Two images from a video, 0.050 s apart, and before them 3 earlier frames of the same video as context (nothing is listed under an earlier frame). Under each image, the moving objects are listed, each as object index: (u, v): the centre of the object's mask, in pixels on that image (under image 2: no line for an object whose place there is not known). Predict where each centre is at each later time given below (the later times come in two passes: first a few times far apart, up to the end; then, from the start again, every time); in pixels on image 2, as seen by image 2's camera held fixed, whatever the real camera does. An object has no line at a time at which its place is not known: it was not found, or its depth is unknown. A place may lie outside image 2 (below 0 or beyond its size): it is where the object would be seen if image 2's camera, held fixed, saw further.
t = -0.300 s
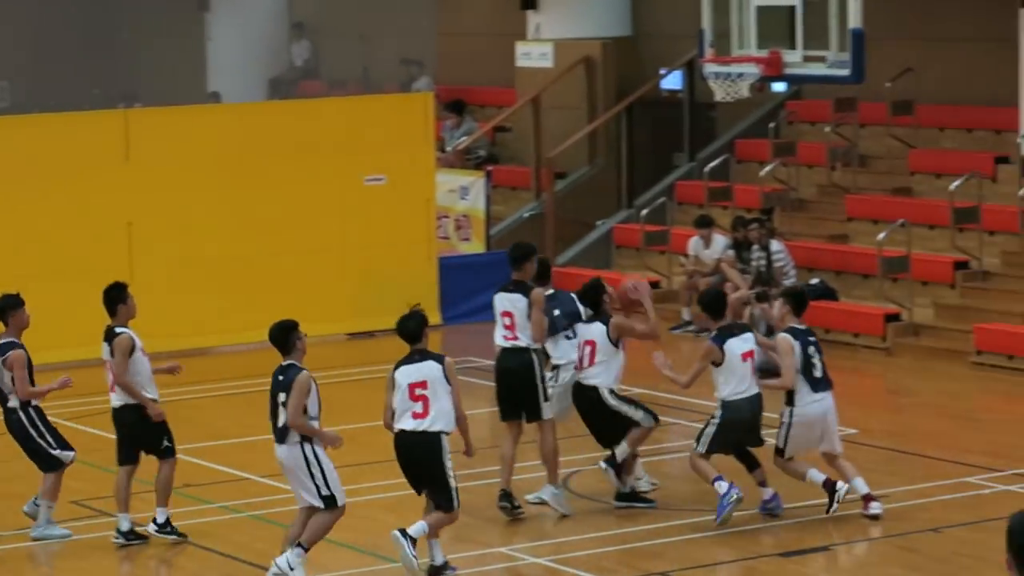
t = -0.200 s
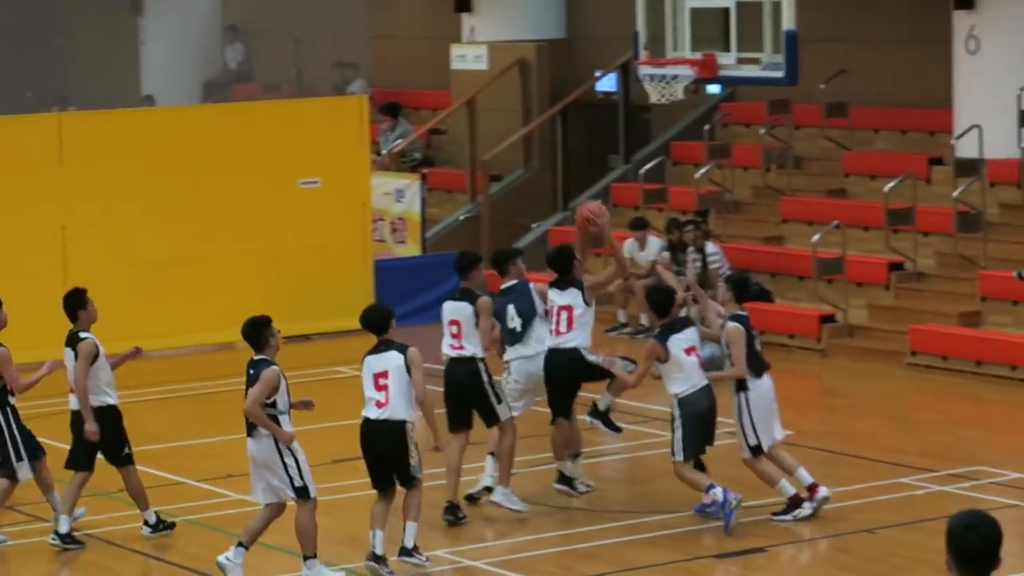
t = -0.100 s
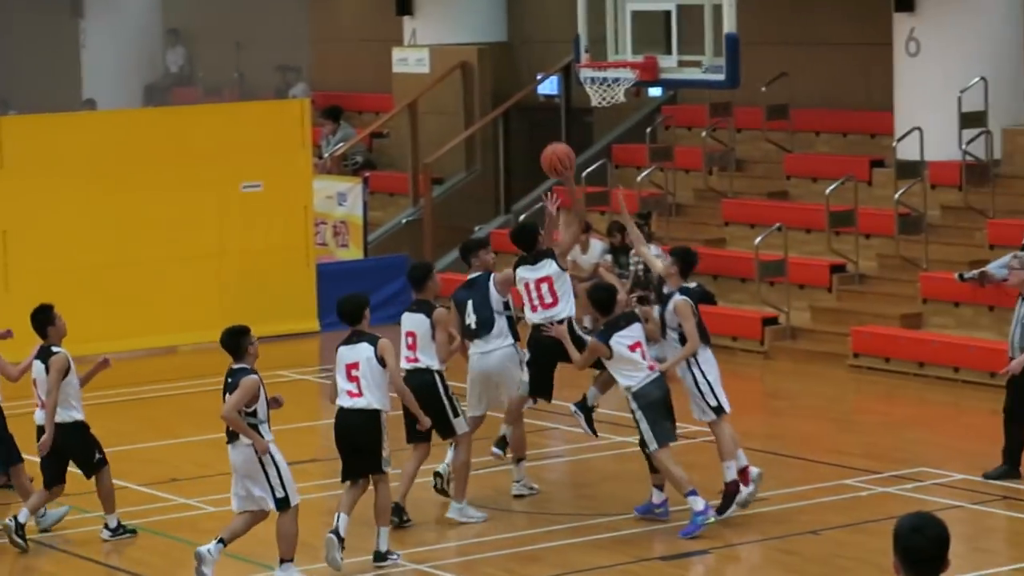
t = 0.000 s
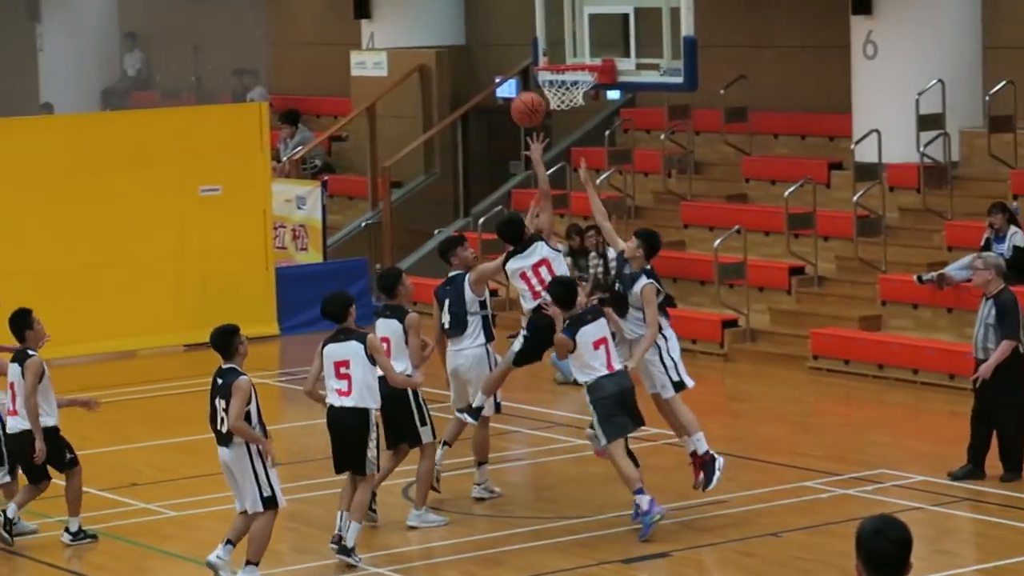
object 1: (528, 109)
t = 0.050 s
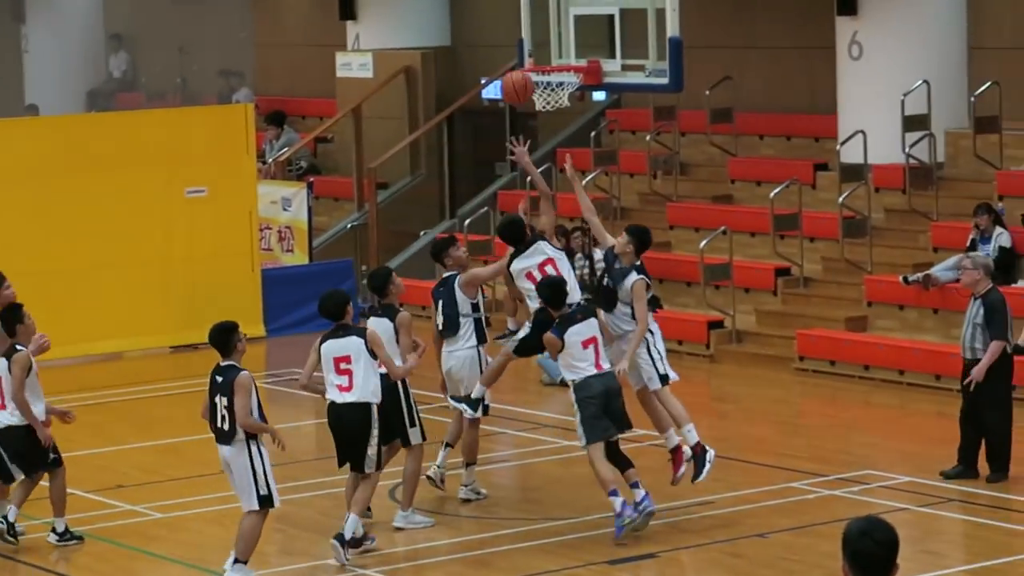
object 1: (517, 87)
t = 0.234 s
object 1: (530, 35)
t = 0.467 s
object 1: (549, 37)
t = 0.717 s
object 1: (569, 21)
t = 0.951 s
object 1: (567, 38)
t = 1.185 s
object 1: (547, 74)
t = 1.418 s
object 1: (543, 130)
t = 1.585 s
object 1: (545, 205)
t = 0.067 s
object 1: (518, 81)
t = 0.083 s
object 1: (519, 74)
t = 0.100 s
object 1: (520, 69)
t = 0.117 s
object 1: (522, 63)
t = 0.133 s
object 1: (522, 58)
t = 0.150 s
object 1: (524, 53)
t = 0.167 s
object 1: (524, 49)
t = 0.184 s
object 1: (526, 45)
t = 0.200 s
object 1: (527, 41)
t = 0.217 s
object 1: (529, 38)
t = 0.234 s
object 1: (530, 35)
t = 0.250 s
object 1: (531, 33)
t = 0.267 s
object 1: (533, 31)
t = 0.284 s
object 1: (534, 30)
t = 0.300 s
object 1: (536, 29)
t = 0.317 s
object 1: (537, 28)
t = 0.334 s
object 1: (538, 28)
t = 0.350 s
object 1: (540, 28)
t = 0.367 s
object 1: (541, 28)
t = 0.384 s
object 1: (542, 29)
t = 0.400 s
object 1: (544, 29)
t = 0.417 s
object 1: (545, 30)
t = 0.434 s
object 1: (546, 32)
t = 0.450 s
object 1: (547, 35)
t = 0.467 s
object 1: (549, 37)
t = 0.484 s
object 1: (550, 40)
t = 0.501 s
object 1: (551, 43)
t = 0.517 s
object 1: (553, 47)
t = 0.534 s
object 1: (554, 50)
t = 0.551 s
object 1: (556, 46)
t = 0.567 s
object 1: (557, 42)
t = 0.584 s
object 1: (558, 39)
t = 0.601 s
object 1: (559, 35)
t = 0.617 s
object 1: (560, 32)
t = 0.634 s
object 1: (562, 29)
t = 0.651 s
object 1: (563, 27)
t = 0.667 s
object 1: (565, 25)
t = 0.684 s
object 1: (566, 23)
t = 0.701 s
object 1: (568, 22)
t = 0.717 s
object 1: (569, 21)
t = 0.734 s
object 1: (570, 20)
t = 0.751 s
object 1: (571, 20)
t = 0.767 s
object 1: (571, 20)
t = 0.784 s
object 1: (570, 19)
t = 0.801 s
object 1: (570, 20)
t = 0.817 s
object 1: (570, 20)
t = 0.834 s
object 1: (569, 21)
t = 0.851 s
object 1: (569, 22)
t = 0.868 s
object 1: (569, 24)
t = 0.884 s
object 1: (568, 26)
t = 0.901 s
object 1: (568, 28)
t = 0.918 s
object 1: (567, 31)
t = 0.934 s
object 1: (567, 34)
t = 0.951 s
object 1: (567, 38)
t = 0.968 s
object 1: (566, 41)
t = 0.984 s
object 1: (566, 46)
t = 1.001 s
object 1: (566, 50)
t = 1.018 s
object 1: (565, 53)
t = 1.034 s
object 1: (564, 53)
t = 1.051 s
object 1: (561, 54)
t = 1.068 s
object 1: (559, 55)
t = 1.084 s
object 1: (557, 55)
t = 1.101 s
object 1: (554, 57)
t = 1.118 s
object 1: (553, 58)
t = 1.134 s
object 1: (551, 59)
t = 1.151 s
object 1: (549, 60)
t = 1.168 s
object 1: (547, 67)
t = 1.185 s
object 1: (547, 74)
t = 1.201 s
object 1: (544, 79)
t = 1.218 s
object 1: (543, 82)
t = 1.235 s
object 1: (543, 84)
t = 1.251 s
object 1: (543, 87)
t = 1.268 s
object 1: (542, 89)
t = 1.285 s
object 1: (542, 89)
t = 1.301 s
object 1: (542, 91)
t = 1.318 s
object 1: (540, 92)
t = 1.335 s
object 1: (539, 104)
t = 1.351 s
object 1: (543, 112)
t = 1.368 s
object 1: (543, 118)
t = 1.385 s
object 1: (543, 121)
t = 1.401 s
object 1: (543, 125)
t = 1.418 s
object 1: (543, 130)
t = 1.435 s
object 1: (543, 136)
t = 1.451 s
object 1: (543, 142)
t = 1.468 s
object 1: (543, 149)
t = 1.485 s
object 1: (543, 155)
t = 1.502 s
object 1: (544, 162)
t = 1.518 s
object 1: (544, 171)
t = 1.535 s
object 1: (544, 178)
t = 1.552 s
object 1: (544, 189)
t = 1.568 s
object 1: (544, 195)
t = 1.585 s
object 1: (545, 205)
